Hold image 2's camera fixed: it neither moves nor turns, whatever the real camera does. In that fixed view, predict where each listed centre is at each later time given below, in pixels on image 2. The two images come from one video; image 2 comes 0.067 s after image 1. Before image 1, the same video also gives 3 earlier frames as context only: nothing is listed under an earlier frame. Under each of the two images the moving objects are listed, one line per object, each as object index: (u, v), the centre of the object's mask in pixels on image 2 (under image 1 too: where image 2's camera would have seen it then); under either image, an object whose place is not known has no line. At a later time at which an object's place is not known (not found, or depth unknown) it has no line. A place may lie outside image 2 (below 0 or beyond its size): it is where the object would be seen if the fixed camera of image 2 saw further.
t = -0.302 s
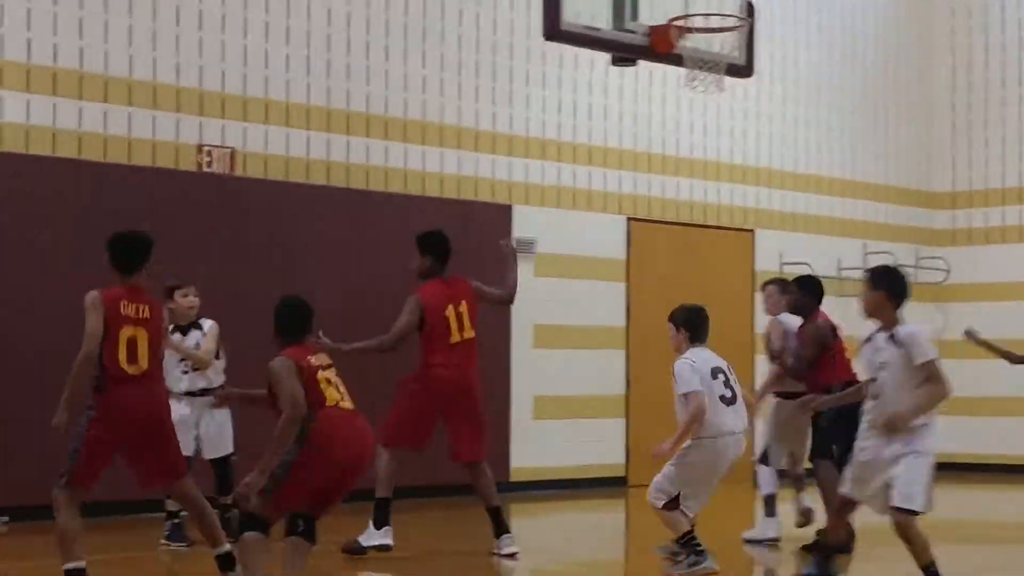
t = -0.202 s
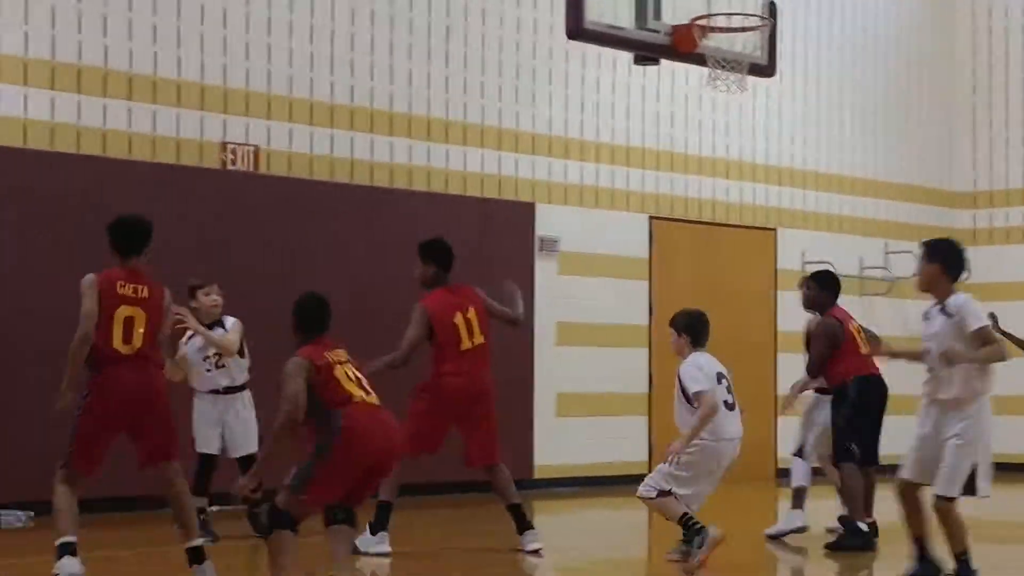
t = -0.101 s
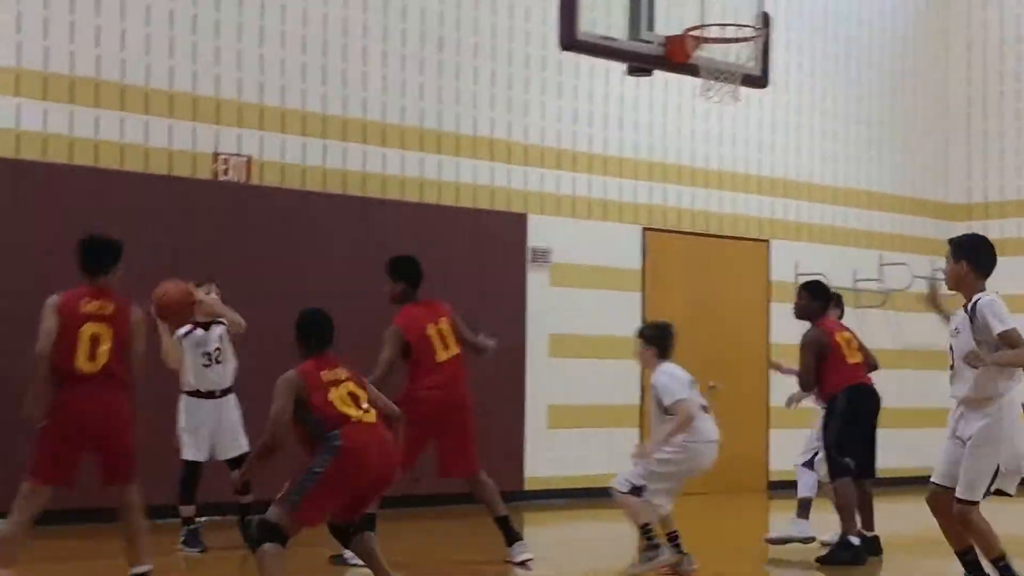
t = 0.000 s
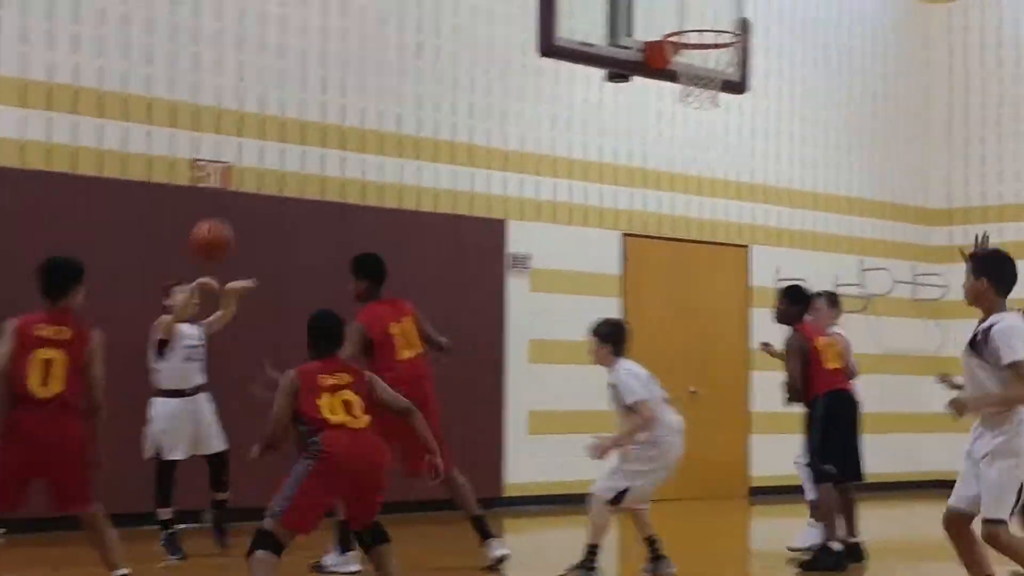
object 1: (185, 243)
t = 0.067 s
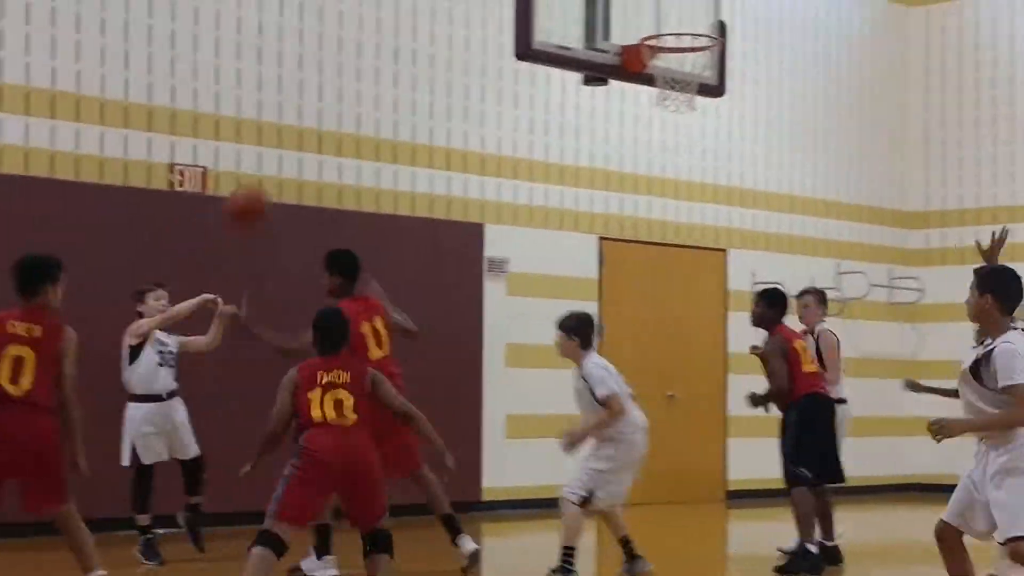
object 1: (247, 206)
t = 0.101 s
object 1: (280, 188)
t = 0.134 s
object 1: (313, 171)
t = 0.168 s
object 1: (347, 156)
